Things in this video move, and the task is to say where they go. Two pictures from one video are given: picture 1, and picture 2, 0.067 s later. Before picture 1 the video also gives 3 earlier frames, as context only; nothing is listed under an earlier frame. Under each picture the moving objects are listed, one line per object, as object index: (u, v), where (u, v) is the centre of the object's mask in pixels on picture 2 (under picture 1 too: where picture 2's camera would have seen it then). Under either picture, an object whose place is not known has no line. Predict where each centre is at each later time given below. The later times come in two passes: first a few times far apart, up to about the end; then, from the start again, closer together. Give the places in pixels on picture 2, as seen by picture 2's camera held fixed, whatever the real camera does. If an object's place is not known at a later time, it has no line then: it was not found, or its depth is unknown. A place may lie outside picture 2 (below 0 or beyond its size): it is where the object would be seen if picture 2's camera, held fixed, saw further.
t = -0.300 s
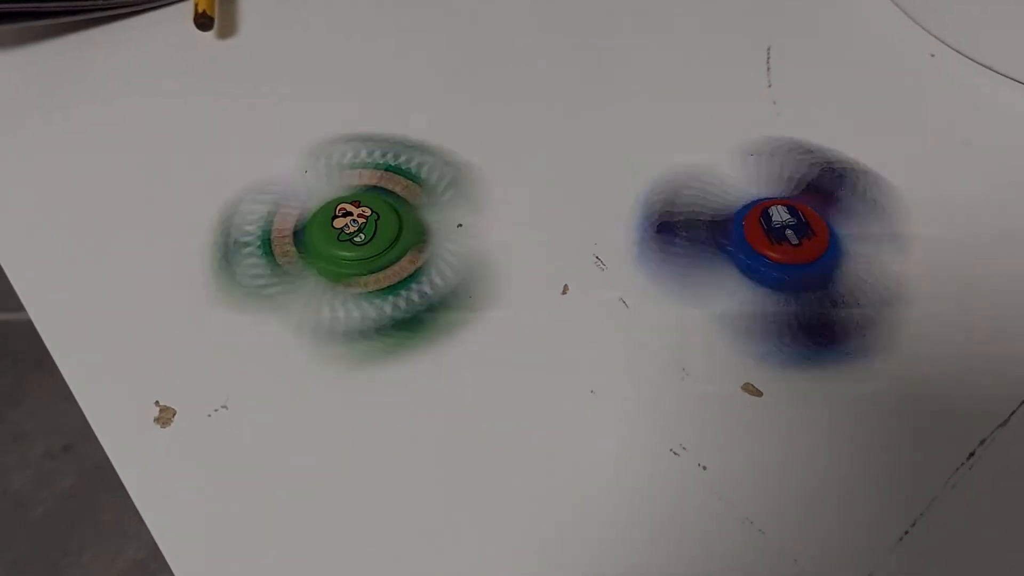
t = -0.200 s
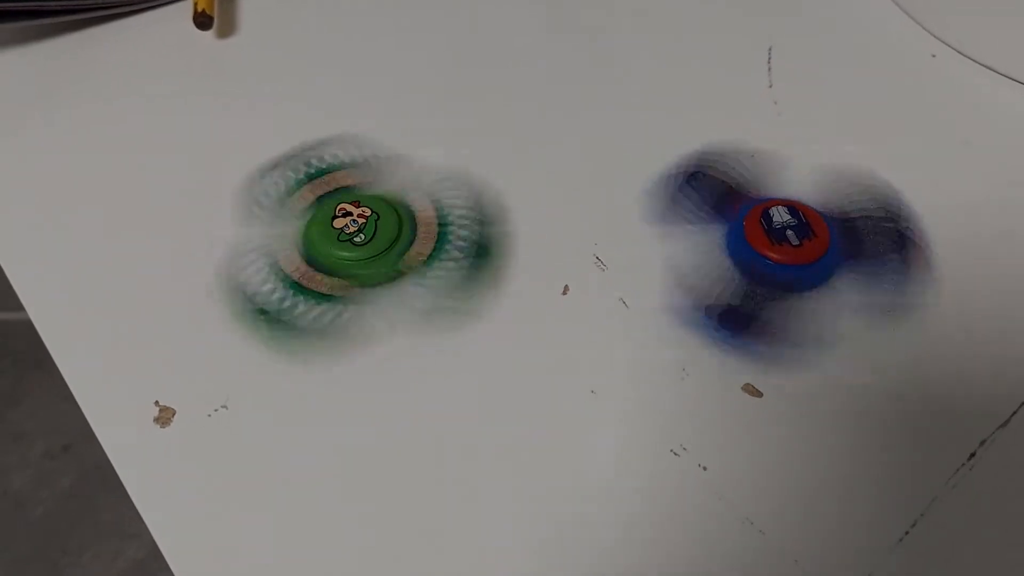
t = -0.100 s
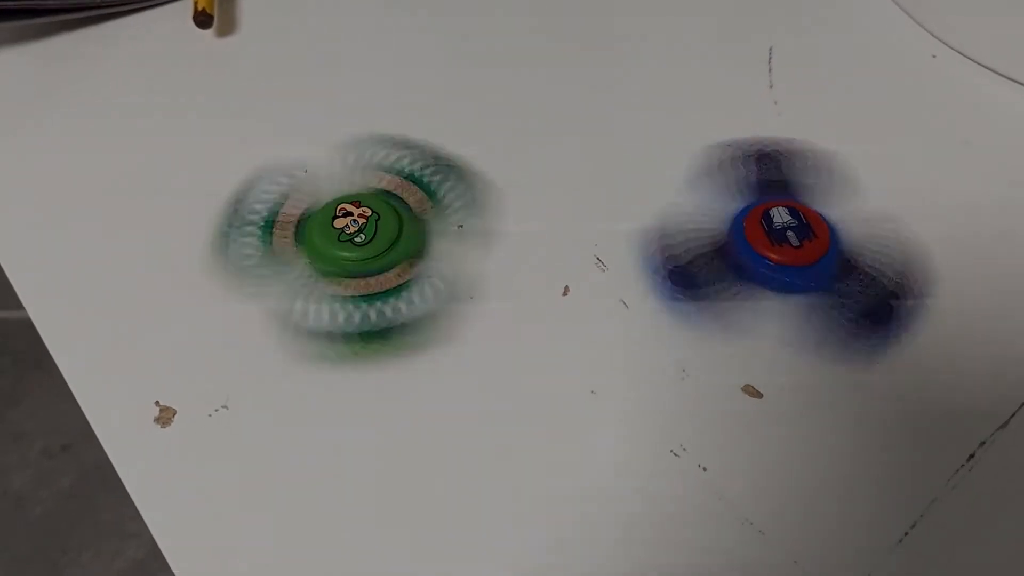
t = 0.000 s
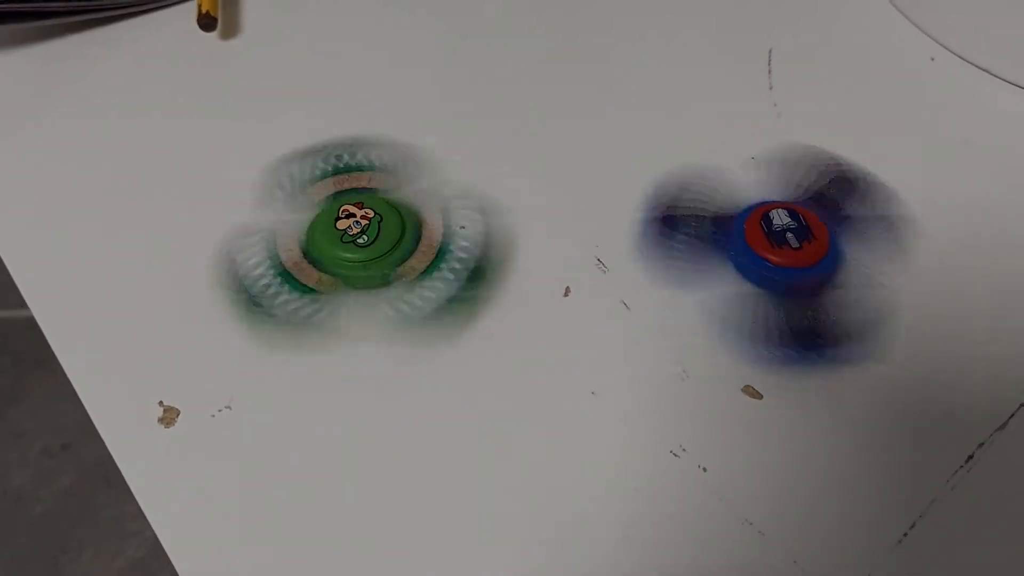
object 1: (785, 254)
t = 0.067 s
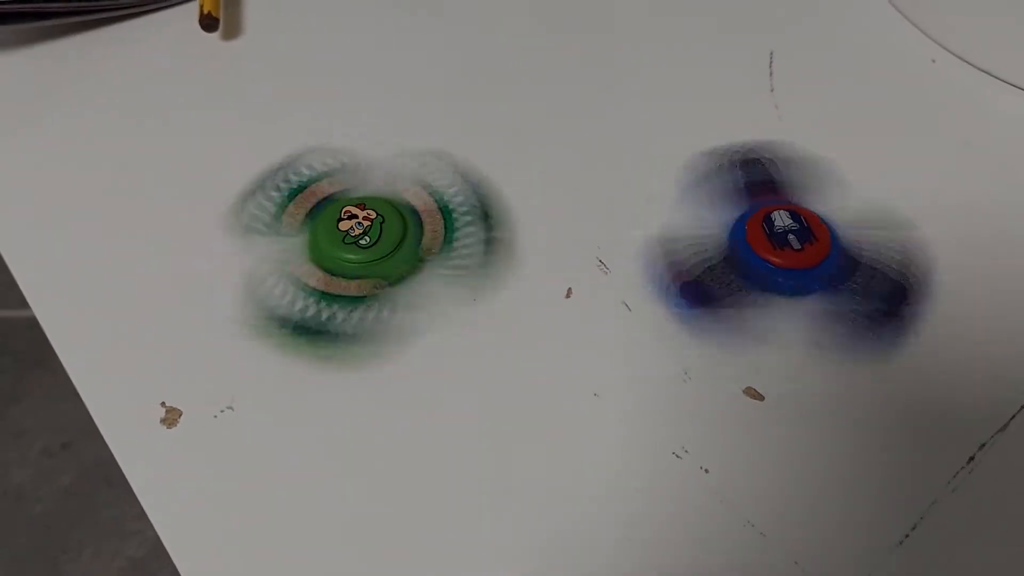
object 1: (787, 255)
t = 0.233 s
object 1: (786, 256)
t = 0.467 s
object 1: (785, 252)
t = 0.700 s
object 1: (782, 250)
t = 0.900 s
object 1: (783, 249)
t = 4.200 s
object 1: (784, 251)
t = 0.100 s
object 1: (788, 255)
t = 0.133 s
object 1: (785, 254)
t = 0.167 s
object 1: (785, 256)
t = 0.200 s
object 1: (784, 256)
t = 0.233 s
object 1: (786, 256)
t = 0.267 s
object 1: (784, 255)
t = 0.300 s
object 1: (783, 255)
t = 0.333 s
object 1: (783, 254)
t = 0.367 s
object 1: (782, 256)
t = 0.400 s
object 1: (781, 254)
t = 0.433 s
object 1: (782, 251)
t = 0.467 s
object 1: (785, 252)
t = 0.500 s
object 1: (785, 251)
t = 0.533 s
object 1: (783, 253)
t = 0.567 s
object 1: (783, 250)
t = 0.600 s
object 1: (781, 249)
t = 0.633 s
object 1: (782, 250)
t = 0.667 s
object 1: (784, 250)
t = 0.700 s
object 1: (782, 250)
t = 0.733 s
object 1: (781, 248)
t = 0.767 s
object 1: (782, 249)
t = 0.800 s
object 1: (783, 251)
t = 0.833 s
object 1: (783, 250)
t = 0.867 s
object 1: (783, 249)
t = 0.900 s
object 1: (783, 249)
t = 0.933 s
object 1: (783, 250)
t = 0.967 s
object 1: (782, 250)
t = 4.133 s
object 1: (784, 251)
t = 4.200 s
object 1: (784, 251)
